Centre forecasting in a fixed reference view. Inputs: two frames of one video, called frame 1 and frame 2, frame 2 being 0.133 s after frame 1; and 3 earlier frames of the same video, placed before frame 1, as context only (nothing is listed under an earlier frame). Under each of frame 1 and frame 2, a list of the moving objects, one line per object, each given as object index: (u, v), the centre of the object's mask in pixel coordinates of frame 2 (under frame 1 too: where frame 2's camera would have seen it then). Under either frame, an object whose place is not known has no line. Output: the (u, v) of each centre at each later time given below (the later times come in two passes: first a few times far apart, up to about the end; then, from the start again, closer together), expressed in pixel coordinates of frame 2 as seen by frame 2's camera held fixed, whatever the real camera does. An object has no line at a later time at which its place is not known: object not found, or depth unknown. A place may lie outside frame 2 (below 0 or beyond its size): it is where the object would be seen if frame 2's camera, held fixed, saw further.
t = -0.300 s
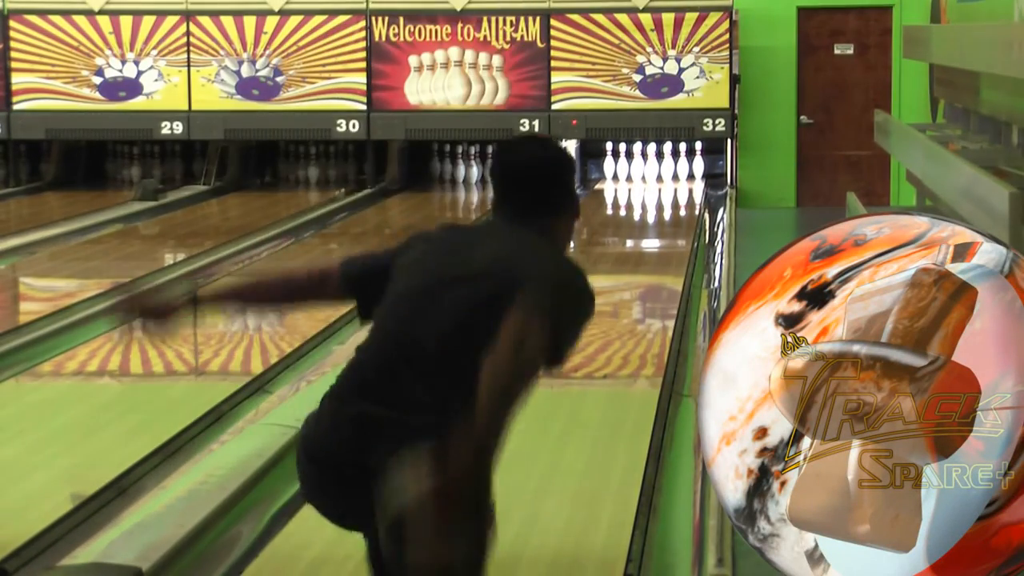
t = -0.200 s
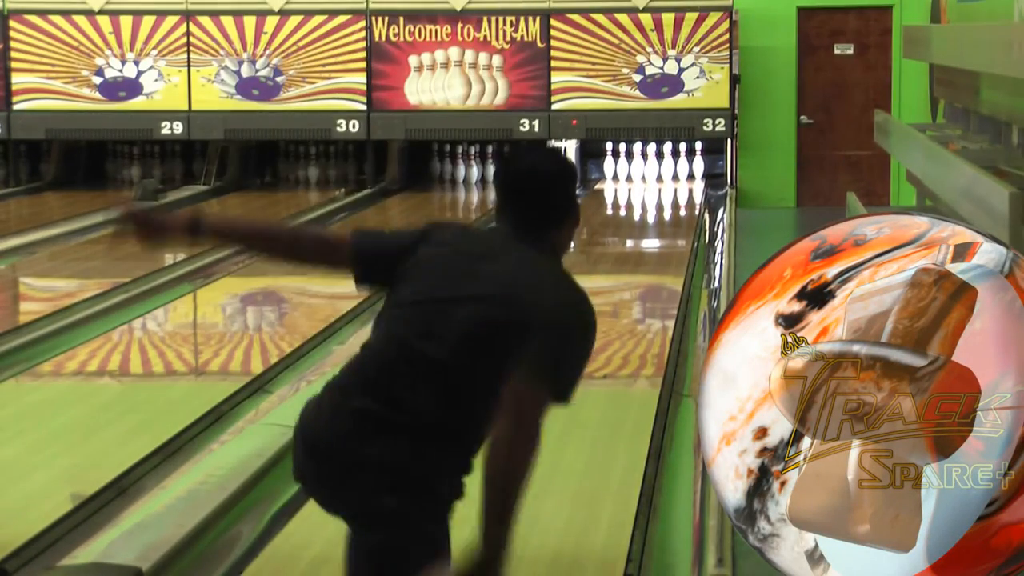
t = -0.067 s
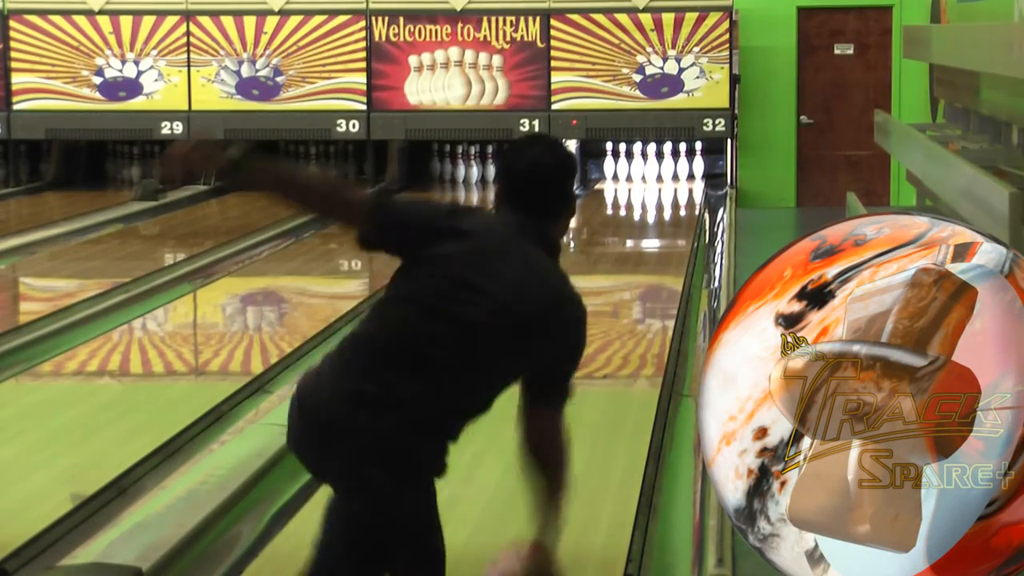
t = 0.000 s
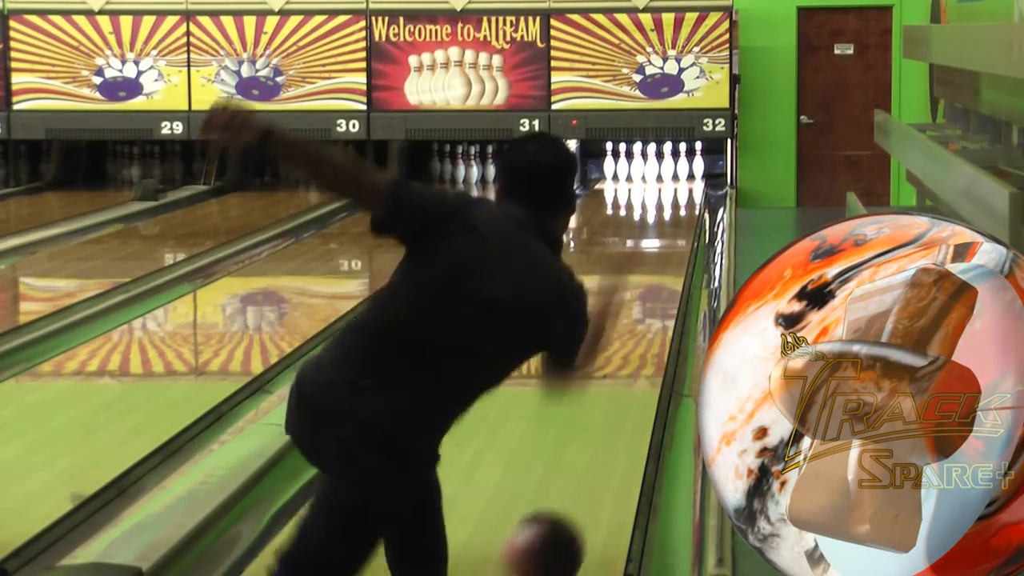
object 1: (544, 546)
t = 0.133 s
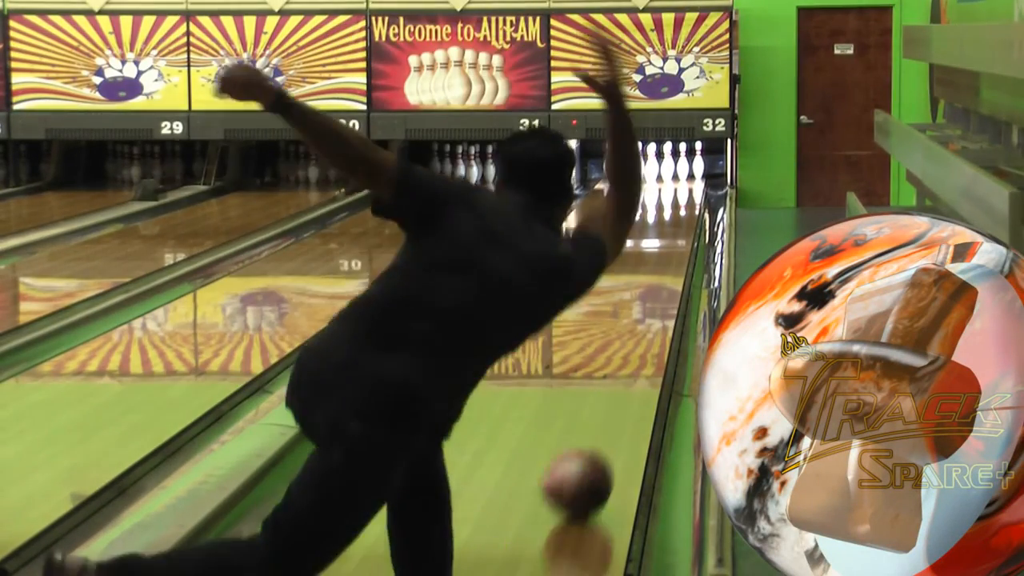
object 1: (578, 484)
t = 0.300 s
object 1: (609, 417)
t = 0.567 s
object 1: (641, 345)
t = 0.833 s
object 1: (659, 297)
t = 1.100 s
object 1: (671, 260)
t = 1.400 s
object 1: (677, 232)
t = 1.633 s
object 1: (678, 215)
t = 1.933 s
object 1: (674, 196)
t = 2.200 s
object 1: (668, 183)
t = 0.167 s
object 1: (586, 468)
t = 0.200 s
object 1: (592, 454)
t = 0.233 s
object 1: (598, 441)
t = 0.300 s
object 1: (609, 417)
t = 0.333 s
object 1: (614, 406)
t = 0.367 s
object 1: (619, 396)
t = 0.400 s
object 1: (623, 386)
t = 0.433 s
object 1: (628, 378)
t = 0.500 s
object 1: (635, 360)
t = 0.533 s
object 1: (639, 352)
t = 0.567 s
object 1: (641, 345)
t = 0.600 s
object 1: (645, 339)
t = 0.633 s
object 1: (647, 331)
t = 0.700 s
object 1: (652, 318)
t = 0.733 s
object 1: (654, 312)
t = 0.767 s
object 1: (656, 307)
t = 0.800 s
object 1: (659, 302)
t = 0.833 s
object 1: (659, 297)
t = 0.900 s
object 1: (663, 287)
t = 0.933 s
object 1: (665, 283)
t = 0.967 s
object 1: (667, 277)
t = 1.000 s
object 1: (667, 274)
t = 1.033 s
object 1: (669, 269)
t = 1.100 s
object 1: (671, 260)
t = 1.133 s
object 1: (672, 257)
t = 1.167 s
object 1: (673, 254)
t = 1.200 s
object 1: (673, 251)
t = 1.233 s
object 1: (674, 246)
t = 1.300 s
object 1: (676, 240)
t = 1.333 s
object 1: (675, 239)
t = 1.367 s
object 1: (676, 235)
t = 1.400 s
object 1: (677, 232)
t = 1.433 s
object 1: (677, 229)
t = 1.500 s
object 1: (677, 224)
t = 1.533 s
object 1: (677, 223)
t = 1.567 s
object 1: (678, 220)
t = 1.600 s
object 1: (678, 217)
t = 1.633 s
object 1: (678, 215)
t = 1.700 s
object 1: (678, 210)
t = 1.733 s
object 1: (678, 208)
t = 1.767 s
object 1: (677, 206)
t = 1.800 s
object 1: (676, 203)
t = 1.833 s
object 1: (676, 202)
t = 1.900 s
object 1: (675, 197)
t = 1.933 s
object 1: (674, 196)
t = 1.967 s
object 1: (674, 194)
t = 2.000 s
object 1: (673, 192)
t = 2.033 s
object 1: (672, 190)
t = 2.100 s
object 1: (671, 188)
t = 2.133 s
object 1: (670, 186)
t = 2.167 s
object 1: (668, 184)
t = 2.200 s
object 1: (668, 183)
